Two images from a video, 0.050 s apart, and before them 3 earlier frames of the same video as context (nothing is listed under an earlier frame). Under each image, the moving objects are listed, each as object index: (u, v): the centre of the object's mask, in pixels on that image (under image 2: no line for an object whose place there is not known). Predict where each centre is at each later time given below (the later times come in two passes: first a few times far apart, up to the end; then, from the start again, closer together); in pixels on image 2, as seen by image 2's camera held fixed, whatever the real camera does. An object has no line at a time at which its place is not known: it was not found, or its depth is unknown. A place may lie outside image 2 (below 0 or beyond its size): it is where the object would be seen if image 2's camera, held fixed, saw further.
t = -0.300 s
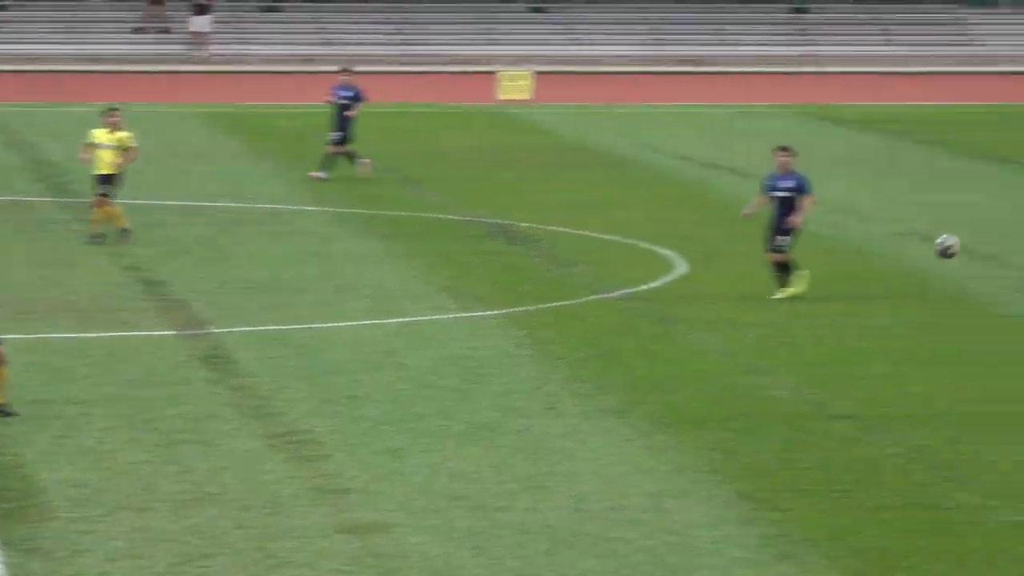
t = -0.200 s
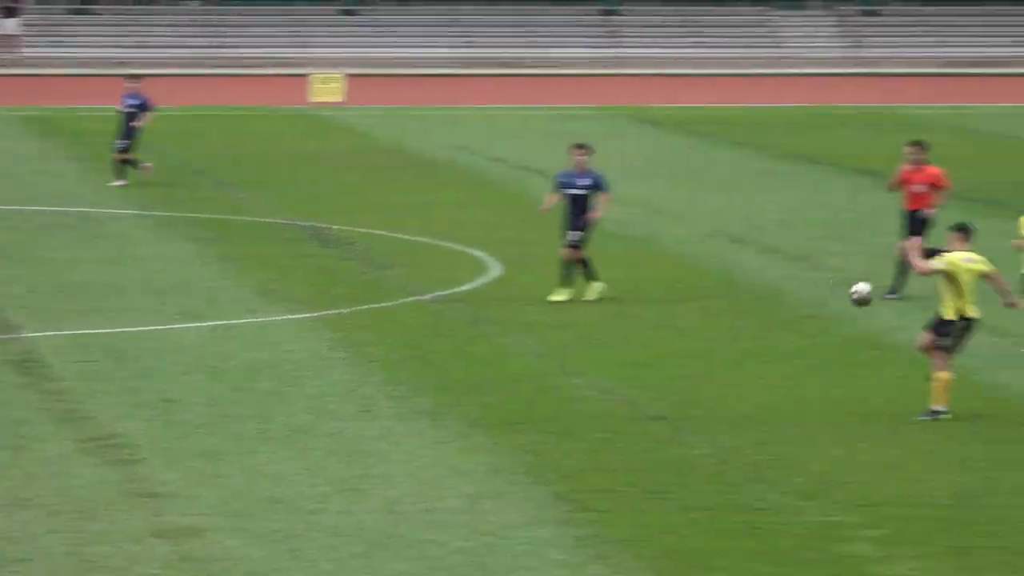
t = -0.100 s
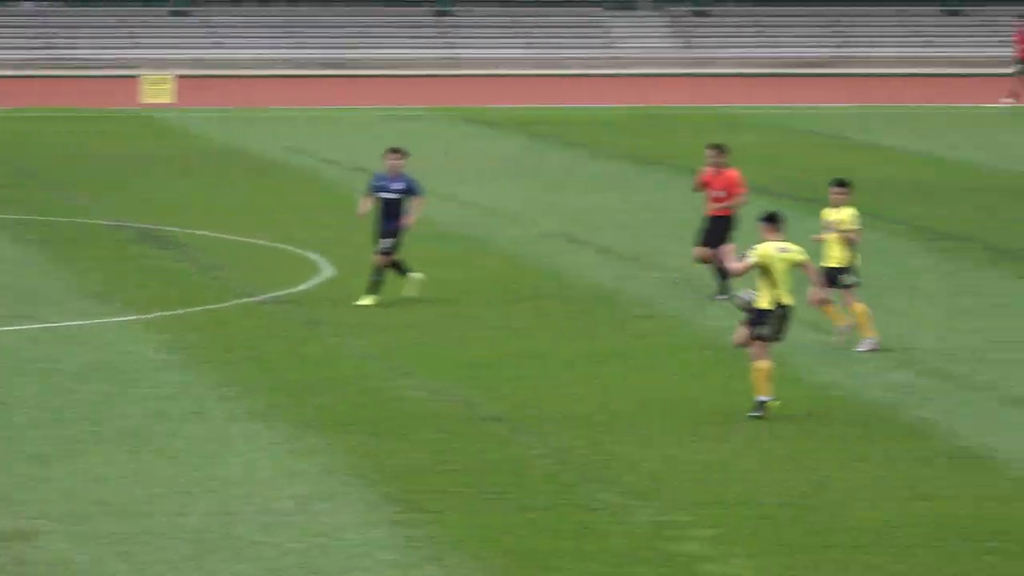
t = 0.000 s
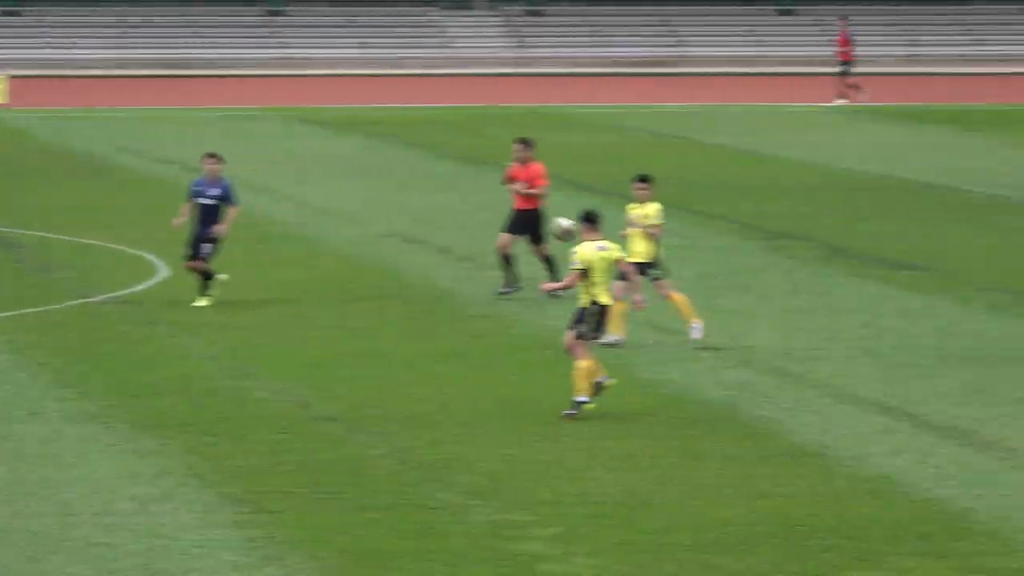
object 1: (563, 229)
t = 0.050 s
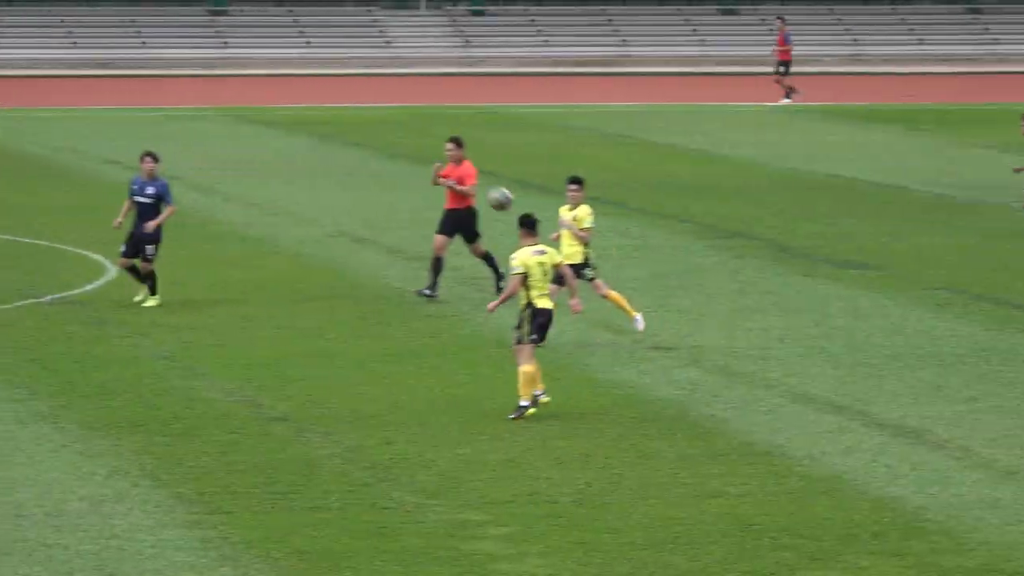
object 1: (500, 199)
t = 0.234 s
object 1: (459, 114)
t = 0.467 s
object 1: (414, 56)
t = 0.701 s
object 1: (374, 58)
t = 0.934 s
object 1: (337, 116)
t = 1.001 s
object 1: (329, 143)
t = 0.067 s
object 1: (497, 189)
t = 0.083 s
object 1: (492, 180)
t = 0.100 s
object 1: (487, 169)
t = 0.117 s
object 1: (483, 161)
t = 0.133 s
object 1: (479, 153)
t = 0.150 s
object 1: (477, 148)
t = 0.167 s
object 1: (473, 141)
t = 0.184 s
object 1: (470, 134)
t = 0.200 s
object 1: (467, 126)
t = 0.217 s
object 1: (463, 120)
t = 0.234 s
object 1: (459, 114)
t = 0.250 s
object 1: (456, 107)
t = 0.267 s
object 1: (453, 101)
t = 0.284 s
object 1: (449, 96)
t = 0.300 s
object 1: (445, 91)
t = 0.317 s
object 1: (442, 86)
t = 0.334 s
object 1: (440, 81)
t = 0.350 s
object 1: (436, 78)
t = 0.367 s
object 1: (433, 73)
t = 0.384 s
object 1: (429, 70)
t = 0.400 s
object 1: (426, 67)
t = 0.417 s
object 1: (423, 64)
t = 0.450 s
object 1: (417, 59)
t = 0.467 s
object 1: (414, 56)
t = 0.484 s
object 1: (411, 54)
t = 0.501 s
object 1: (408, 53)
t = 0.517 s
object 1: (405, 52)
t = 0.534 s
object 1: (402, 51)
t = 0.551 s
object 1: (399, 51)
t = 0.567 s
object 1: (396, 50)
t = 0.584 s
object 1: (393, 50)
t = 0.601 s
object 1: (390, 51)
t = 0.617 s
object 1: (387, 51)
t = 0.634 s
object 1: (385, 51)
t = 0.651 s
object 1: (382, 53)
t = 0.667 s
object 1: (379, 53)
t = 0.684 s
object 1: (377, 55)
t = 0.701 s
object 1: (374, 58)
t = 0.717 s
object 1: (371, 60)
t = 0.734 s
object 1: (368, 63)
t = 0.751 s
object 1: (365, 66)
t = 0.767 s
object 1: (363, 68)
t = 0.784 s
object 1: (360, 72)
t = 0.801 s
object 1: (357, 75)
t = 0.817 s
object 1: (355, 80)
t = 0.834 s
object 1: (353, 84)
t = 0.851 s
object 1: (350, 89)
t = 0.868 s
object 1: (347, 93)
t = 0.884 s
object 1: (345, 99)
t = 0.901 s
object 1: (343, 104)
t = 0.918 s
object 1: (340, 110)
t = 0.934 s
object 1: (337, 116)
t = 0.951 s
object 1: (335, 122)
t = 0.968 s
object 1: (333, 128)
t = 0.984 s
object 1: (331, 135)
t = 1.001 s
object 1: (329, 143)
